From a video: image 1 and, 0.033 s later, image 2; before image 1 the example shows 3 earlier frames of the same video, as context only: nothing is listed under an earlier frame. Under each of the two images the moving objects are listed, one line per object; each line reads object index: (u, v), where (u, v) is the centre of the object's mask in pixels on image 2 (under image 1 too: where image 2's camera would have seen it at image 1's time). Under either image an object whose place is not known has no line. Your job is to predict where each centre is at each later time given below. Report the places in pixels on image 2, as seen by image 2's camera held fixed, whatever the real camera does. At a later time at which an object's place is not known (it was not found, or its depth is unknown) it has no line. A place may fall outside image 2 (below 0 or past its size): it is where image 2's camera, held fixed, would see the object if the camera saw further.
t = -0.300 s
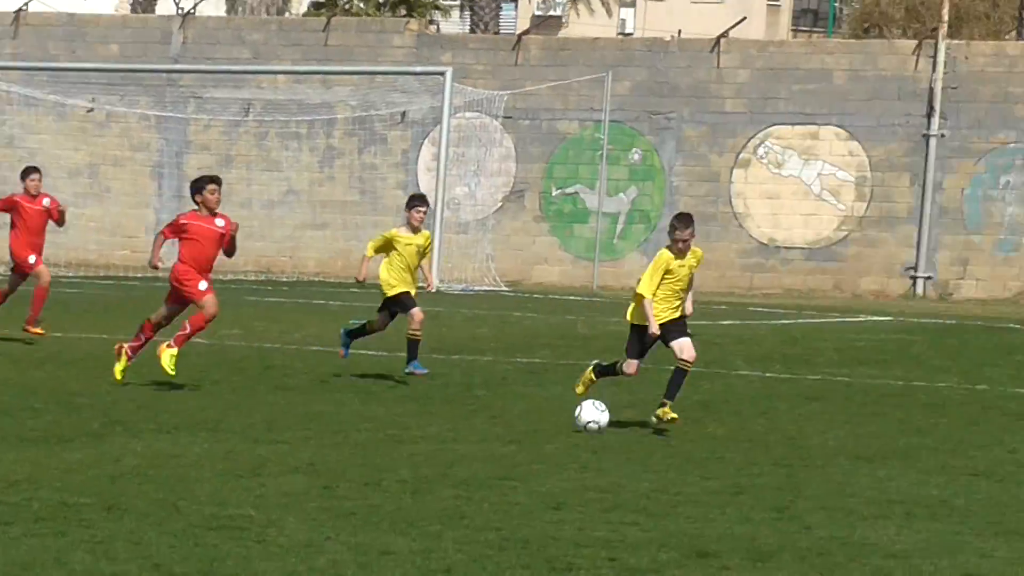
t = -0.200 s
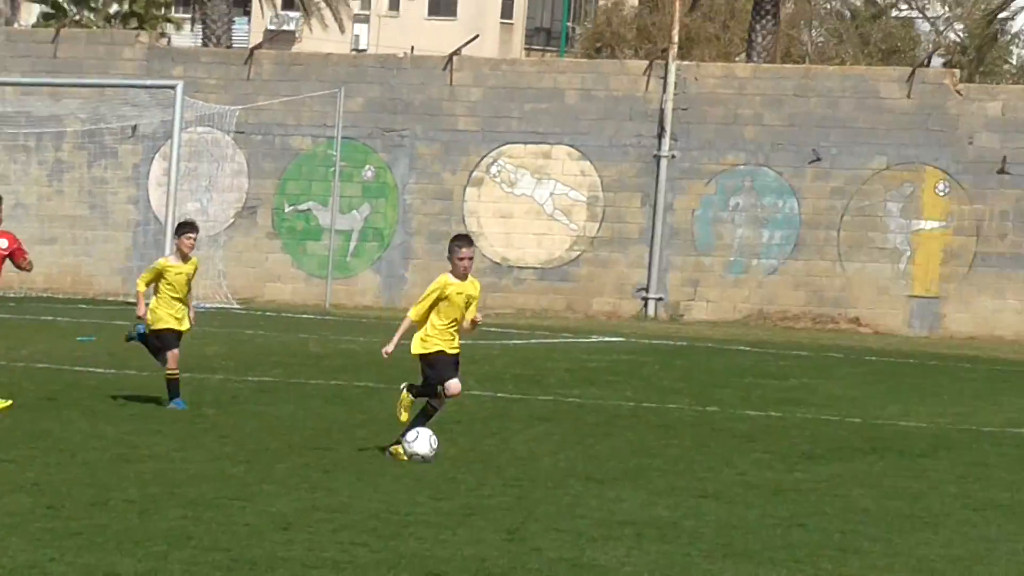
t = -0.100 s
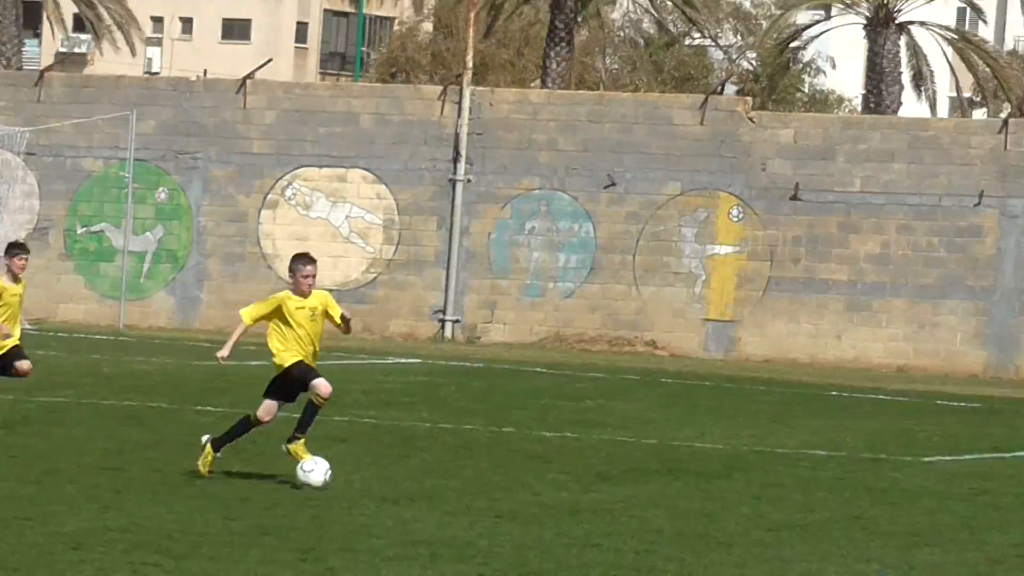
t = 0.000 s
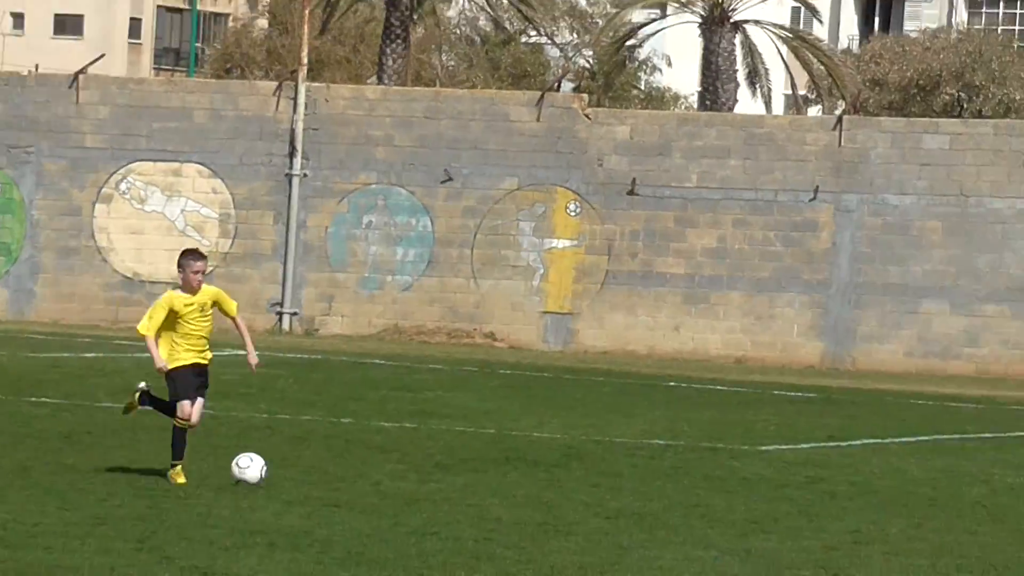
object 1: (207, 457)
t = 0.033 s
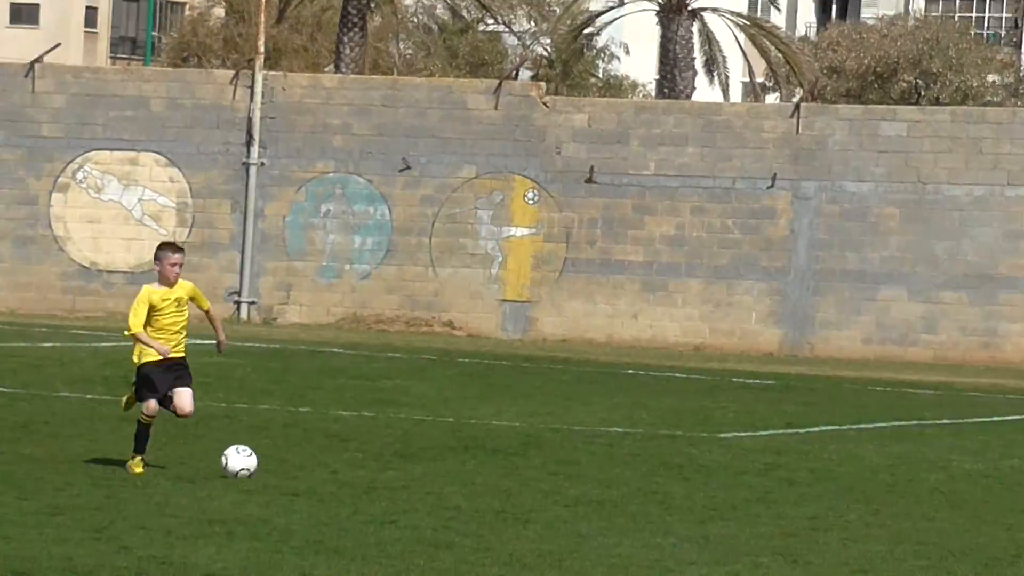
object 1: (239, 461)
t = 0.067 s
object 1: (271, 460)
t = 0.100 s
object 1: (302, 462)
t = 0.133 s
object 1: (333, 464)
